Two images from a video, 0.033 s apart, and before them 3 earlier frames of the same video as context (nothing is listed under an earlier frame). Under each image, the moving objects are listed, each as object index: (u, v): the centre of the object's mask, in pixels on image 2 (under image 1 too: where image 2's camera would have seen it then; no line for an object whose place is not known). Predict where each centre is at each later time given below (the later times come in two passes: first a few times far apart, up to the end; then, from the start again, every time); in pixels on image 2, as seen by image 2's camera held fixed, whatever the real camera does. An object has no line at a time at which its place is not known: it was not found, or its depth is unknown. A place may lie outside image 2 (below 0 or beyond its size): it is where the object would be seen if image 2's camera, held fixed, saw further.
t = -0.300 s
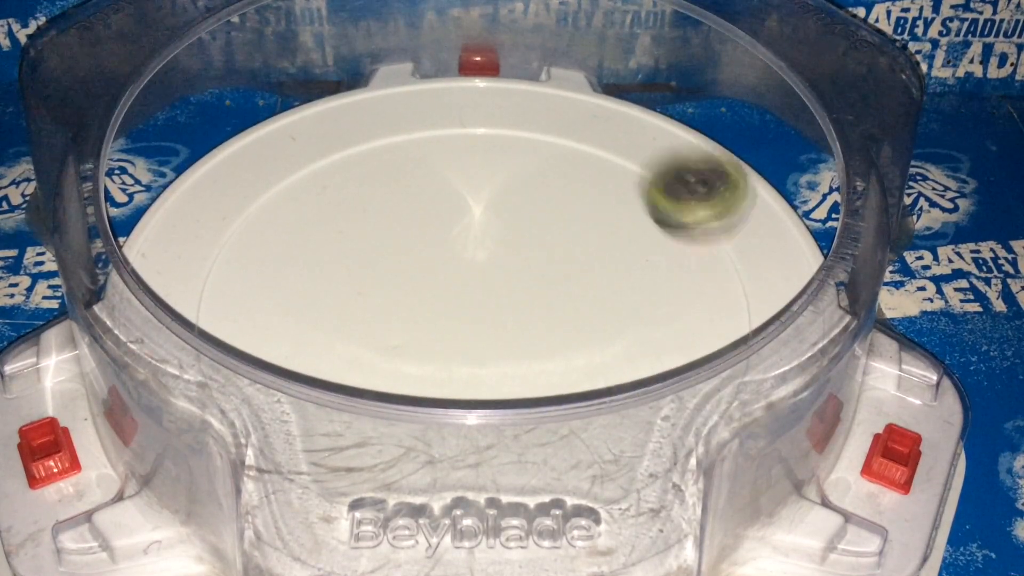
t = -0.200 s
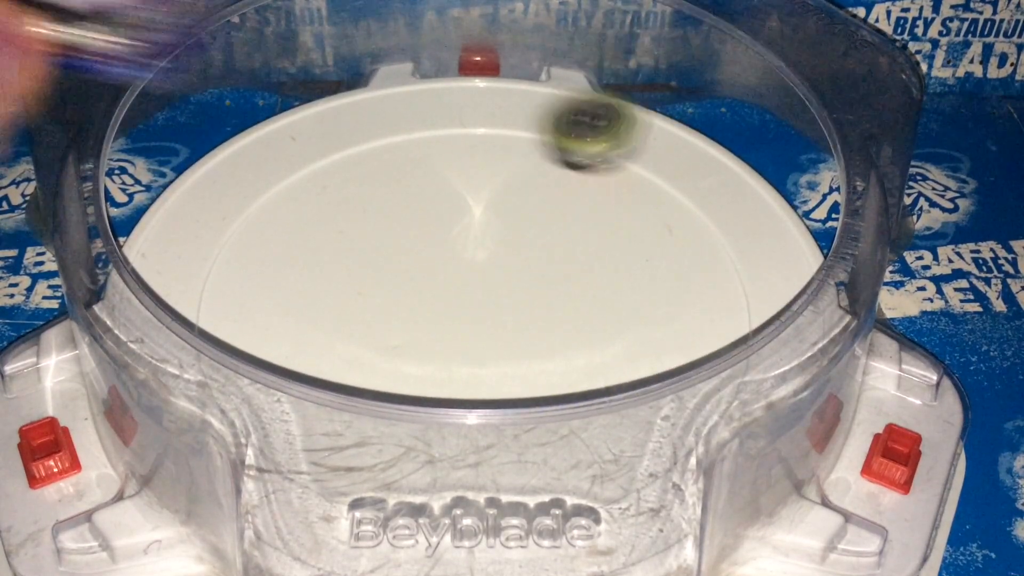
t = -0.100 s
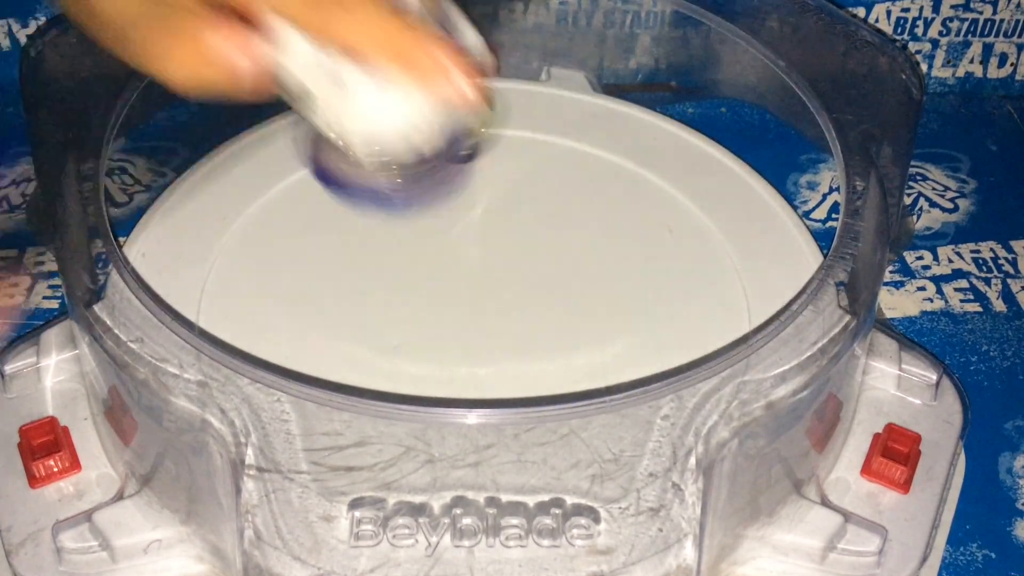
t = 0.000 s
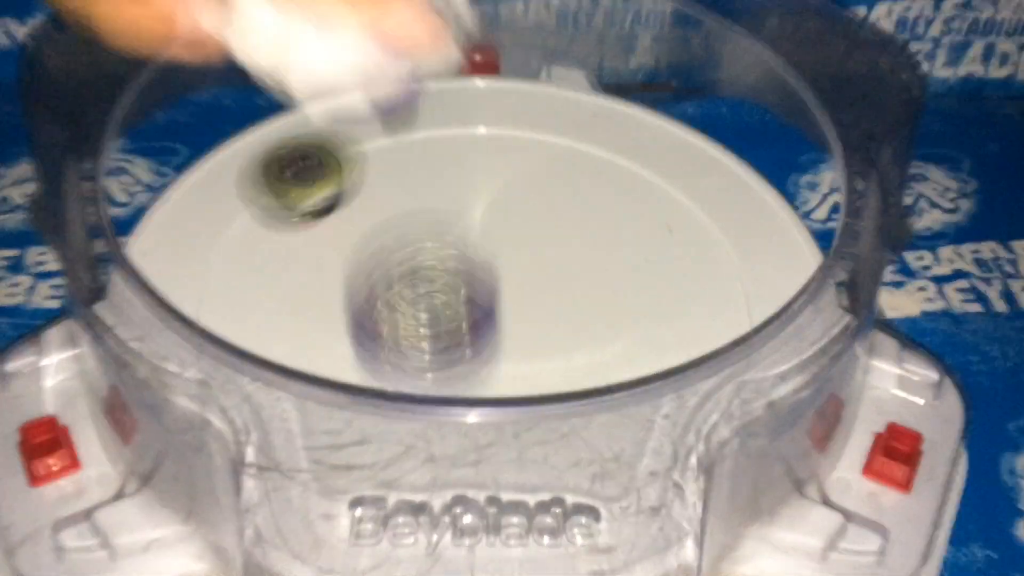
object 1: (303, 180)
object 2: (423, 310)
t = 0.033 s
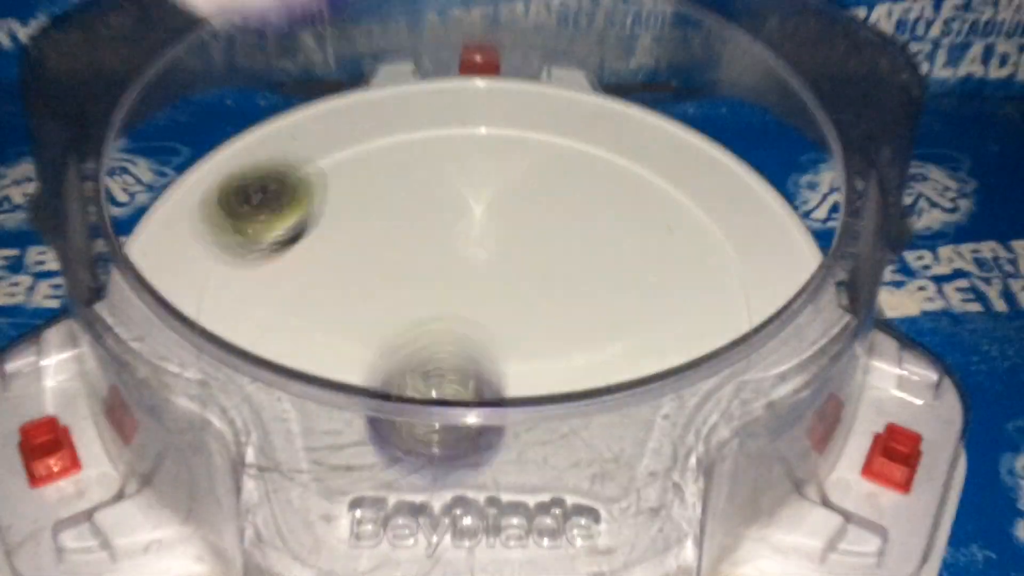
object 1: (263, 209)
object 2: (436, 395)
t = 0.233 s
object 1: (324, 457)
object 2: (467, 313)
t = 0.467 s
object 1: (733, 305)
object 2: (476, 273)
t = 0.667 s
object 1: (585, 125)
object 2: (501, 306)
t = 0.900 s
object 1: (226, 210)
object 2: (397, 318)
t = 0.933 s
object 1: (202, 259)
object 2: (385, 302)
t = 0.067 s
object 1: (231, 242)
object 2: (444, 365)
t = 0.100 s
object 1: (211, 280)
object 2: (450, 345)
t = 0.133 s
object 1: (200, 326)
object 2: (455, 335)
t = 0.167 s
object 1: (220, 371)
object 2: (461, 340)
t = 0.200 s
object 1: (256, 423)
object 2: (465, 340)
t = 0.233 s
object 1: (324, 457)
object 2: (467, 313)
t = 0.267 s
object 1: (400, 467)
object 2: (469, 305)
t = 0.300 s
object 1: (491, 469)
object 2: (468, 300)
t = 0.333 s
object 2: (467, 286)
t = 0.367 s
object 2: (467, 282)
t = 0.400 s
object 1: (696, 401)
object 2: (469, 276)
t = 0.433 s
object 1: (725, 351)
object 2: (473, 274)
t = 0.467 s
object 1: (733, 305)
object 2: (476, 273)
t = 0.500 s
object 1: (743, 271)
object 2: (480, 274)
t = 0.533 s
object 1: (731, 233)
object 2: (484, 276)
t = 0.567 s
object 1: (707, 197)
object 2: (490, 281)
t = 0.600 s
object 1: (672, 168)
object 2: (495, 288)
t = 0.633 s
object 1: (633, 143)
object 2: (500, 297)
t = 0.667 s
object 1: (585, 125)
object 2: (501, 306)
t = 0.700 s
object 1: (535, 113)
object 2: (496, 317)
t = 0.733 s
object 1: (479, 108)
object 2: (487, 327)
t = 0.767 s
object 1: (427, 107)
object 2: (473, 333)
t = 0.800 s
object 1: (373, 114)
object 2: (454, 336)
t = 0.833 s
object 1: (319, 134)
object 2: (433, 335)
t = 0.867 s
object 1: (268, 164)
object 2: (414, 328)
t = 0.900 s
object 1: (226, 210)
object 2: (397, 318)
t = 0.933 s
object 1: (202, 259)
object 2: (385, 302)
